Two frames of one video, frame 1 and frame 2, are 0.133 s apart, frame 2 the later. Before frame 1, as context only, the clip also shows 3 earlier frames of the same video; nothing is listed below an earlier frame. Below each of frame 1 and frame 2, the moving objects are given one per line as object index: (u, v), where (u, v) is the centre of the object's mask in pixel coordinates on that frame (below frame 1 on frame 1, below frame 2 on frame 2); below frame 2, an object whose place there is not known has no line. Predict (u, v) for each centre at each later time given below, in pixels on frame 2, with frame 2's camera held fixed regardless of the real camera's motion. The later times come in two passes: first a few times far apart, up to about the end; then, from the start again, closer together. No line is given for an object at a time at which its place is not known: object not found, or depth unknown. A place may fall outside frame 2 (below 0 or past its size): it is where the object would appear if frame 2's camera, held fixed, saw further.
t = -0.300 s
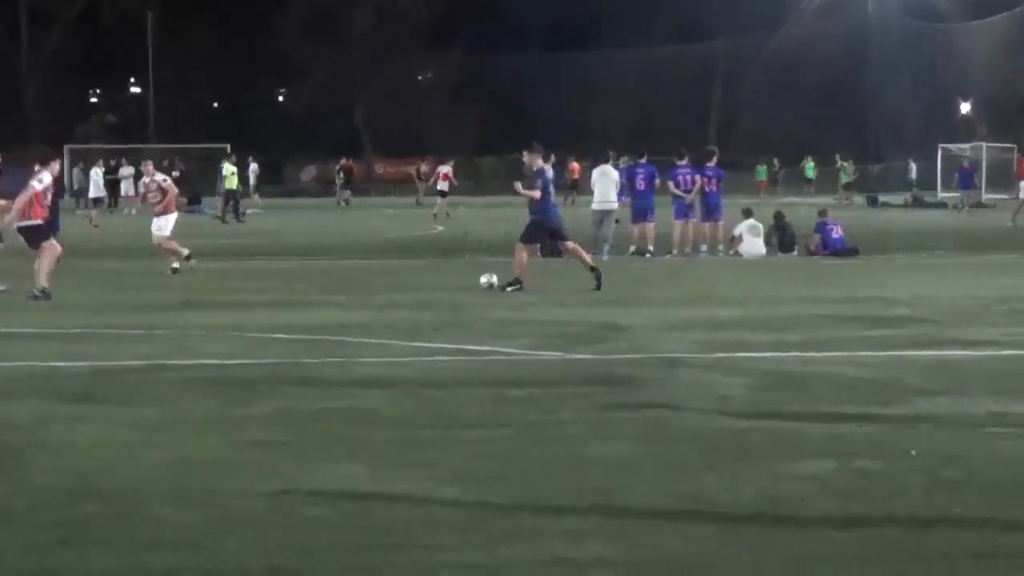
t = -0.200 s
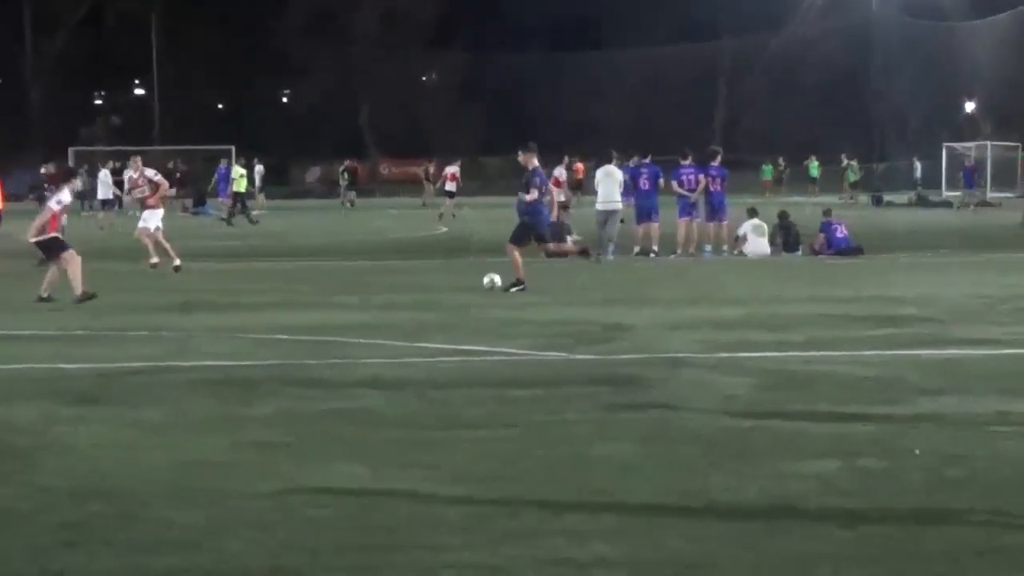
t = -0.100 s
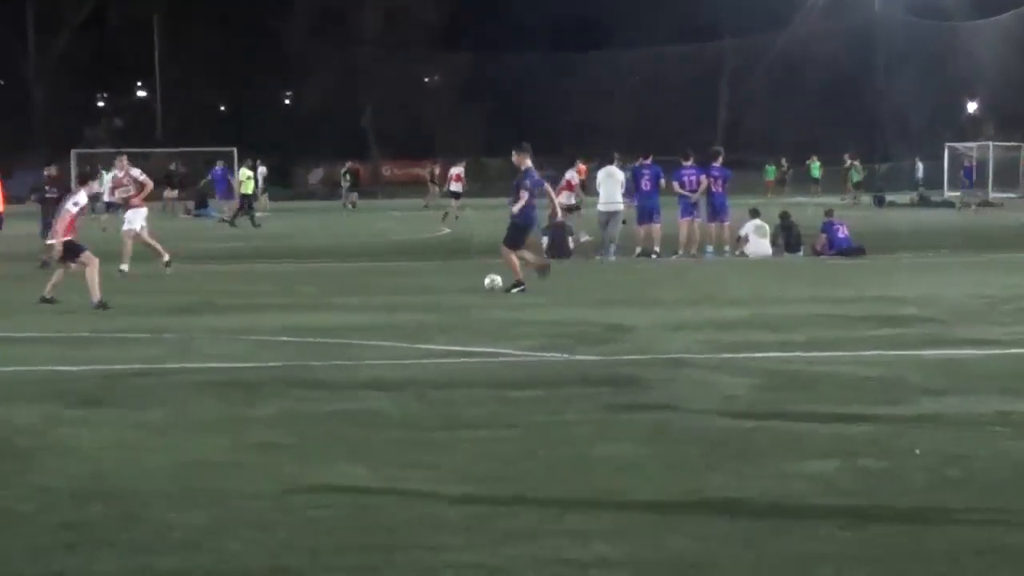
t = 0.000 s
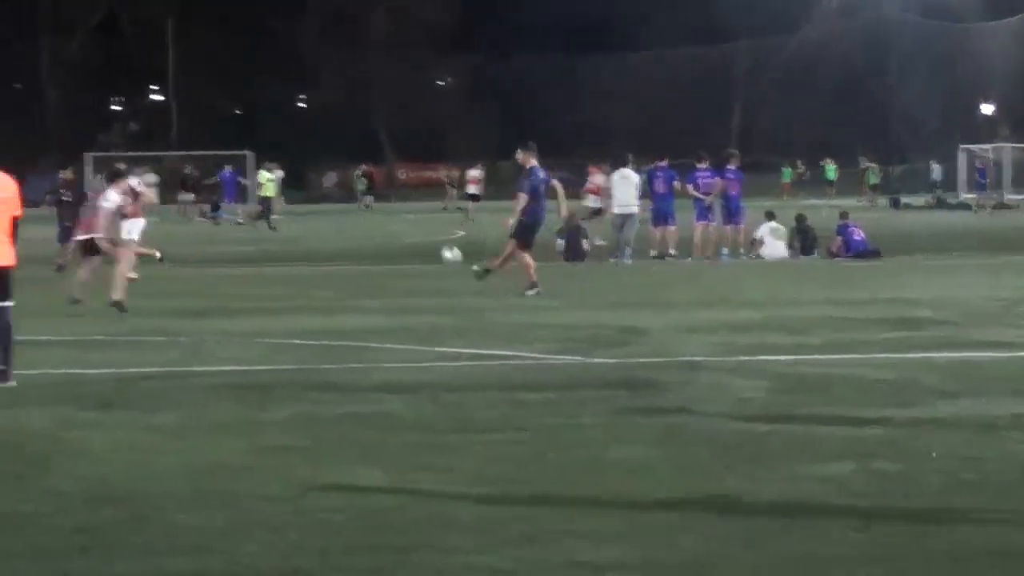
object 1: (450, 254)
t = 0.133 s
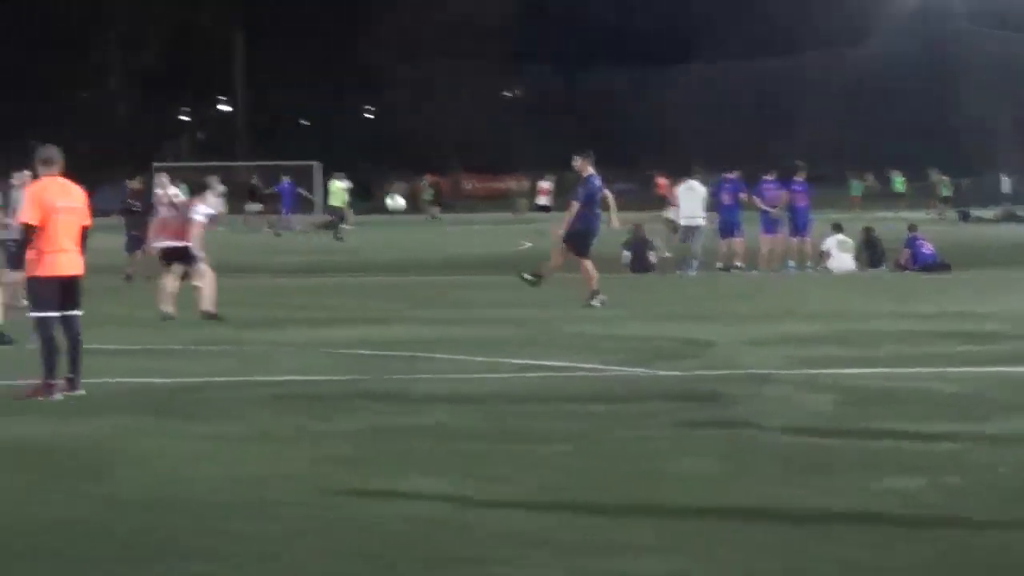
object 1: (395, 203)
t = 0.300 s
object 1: (246, 138)
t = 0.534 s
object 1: (31, 78)
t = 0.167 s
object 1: (366, 188)
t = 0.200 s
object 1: (335, 173)
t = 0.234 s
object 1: (306, 161)
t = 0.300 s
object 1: (246, 138)
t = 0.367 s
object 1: (186, 116)
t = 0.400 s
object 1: (156, 107)
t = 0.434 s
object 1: (124, 99)
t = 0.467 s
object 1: (92, 91)
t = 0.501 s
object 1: (62, 84)
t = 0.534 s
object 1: (31, 78)
